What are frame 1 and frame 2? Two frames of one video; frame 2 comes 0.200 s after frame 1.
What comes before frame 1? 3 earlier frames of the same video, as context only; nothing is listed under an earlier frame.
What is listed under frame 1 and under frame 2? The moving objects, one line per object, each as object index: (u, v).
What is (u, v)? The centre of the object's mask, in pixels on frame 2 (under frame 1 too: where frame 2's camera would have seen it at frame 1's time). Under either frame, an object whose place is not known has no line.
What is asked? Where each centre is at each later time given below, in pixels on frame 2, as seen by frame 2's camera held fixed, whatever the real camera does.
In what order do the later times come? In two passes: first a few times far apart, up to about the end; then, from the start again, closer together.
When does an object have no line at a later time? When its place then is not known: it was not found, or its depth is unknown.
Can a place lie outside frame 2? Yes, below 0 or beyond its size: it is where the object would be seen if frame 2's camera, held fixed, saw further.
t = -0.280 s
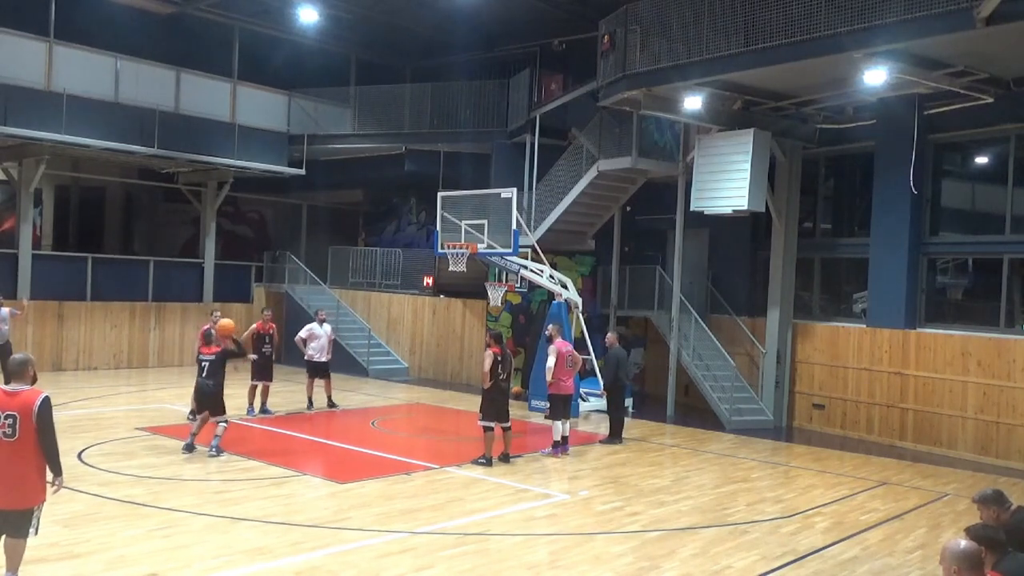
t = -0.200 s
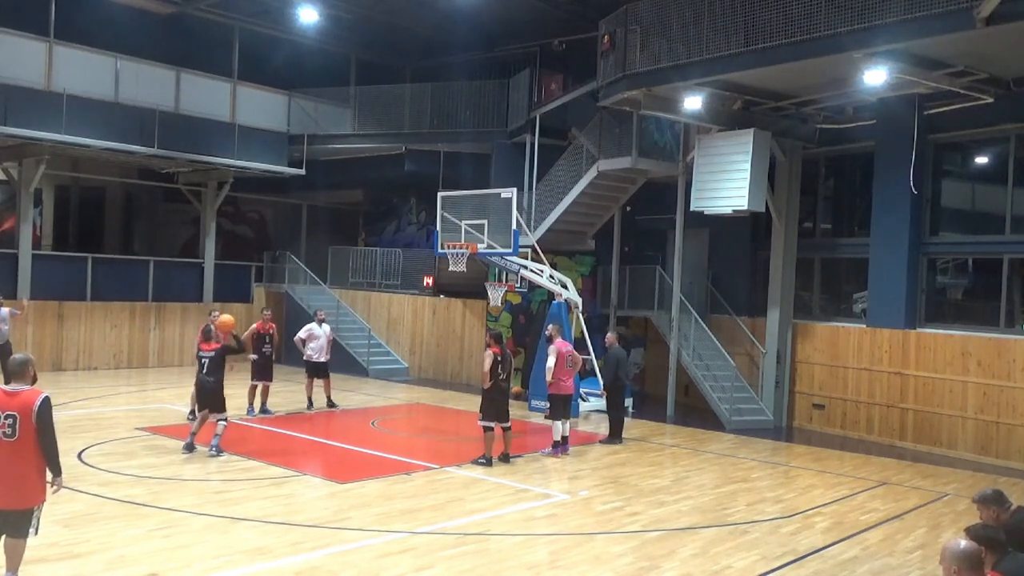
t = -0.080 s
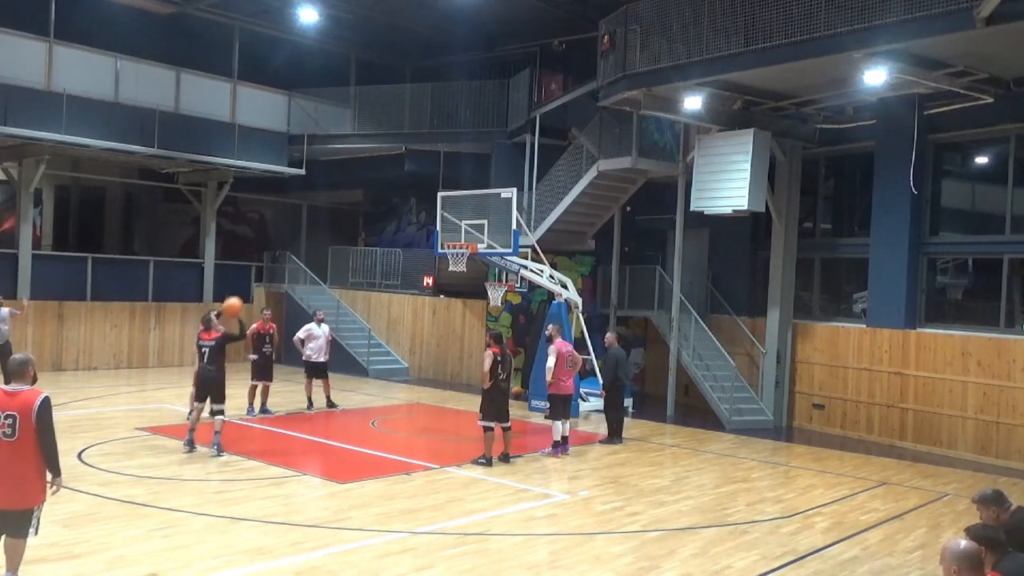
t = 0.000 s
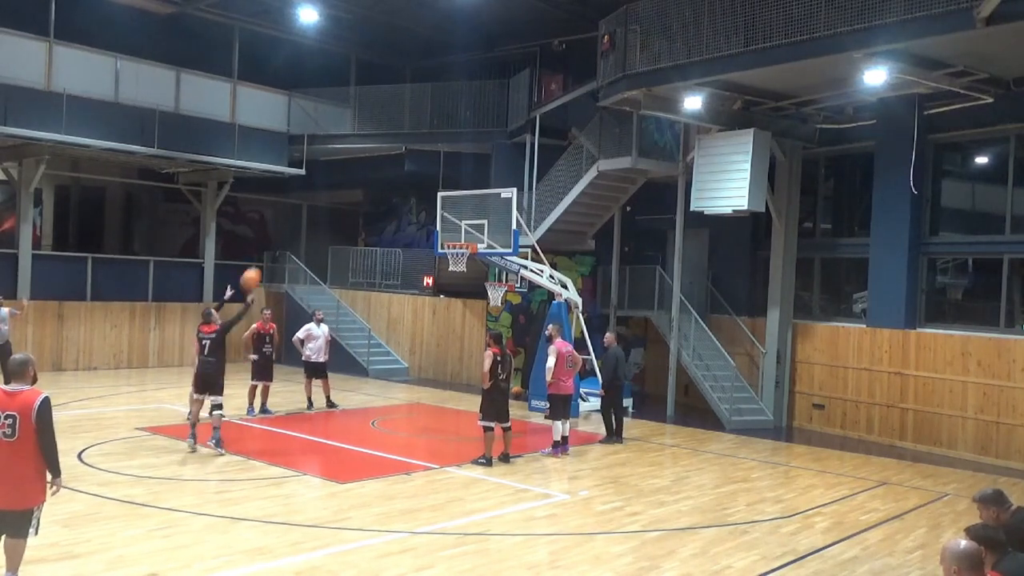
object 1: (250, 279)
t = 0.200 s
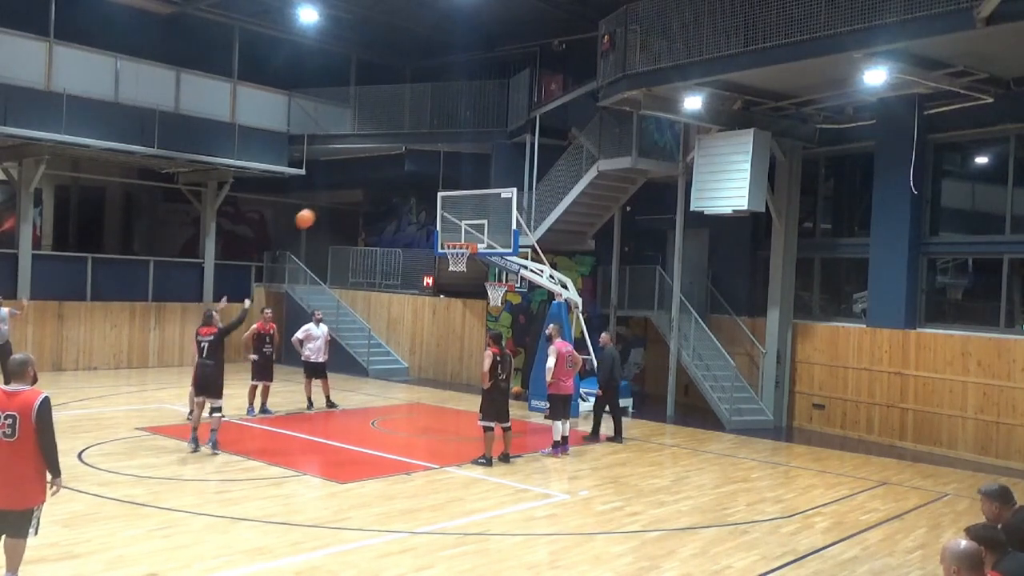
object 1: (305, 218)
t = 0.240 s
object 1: (315, 210)
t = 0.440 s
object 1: (362, 187)
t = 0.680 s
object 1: (412, 194)
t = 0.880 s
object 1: (448, 224)
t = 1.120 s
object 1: (461, 272)
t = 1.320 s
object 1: (451, 319)
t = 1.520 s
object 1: (442, 388)
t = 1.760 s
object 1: (426, 370)
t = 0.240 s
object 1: (315, 210)
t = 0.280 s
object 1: (325, 203)
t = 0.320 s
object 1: (335, 198)
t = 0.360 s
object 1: (344, 193)
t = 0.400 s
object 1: (353, 190)
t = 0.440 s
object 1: (362, 187)
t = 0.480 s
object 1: (371, 186)
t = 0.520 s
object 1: (379, 186)
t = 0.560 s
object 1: (388, 186)
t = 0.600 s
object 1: (396, 188)
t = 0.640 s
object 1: (404, 190)
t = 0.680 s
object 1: (412, 194)
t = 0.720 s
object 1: (419, 198)
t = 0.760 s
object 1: (426, 203)
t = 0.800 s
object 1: (433, 210)
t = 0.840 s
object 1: (441, 216)
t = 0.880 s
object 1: (448, 224)
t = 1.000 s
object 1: (466, 252)
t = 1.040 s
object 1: (465, 260)
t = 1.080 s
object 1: (464, 263)
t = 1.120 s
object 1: (461, 272)
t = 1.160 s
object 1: (459, 280)
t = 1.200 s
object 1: (457, 288)
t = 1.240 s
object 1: (456, 297)
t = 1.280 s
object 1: (454, 308)
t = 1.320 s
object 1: (451, 319)
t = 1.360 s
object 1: (450, 331)
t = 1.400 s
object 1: (448, 343)
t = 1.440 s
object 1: (446, 357)
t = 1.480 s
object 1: (445, 374)
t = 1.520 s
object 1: (442, 388)
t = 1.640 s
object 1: (435, 400)
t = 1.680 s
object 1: (432, 388)
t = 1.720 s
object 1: (429, 379)
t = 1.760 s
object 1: (426, 370)
